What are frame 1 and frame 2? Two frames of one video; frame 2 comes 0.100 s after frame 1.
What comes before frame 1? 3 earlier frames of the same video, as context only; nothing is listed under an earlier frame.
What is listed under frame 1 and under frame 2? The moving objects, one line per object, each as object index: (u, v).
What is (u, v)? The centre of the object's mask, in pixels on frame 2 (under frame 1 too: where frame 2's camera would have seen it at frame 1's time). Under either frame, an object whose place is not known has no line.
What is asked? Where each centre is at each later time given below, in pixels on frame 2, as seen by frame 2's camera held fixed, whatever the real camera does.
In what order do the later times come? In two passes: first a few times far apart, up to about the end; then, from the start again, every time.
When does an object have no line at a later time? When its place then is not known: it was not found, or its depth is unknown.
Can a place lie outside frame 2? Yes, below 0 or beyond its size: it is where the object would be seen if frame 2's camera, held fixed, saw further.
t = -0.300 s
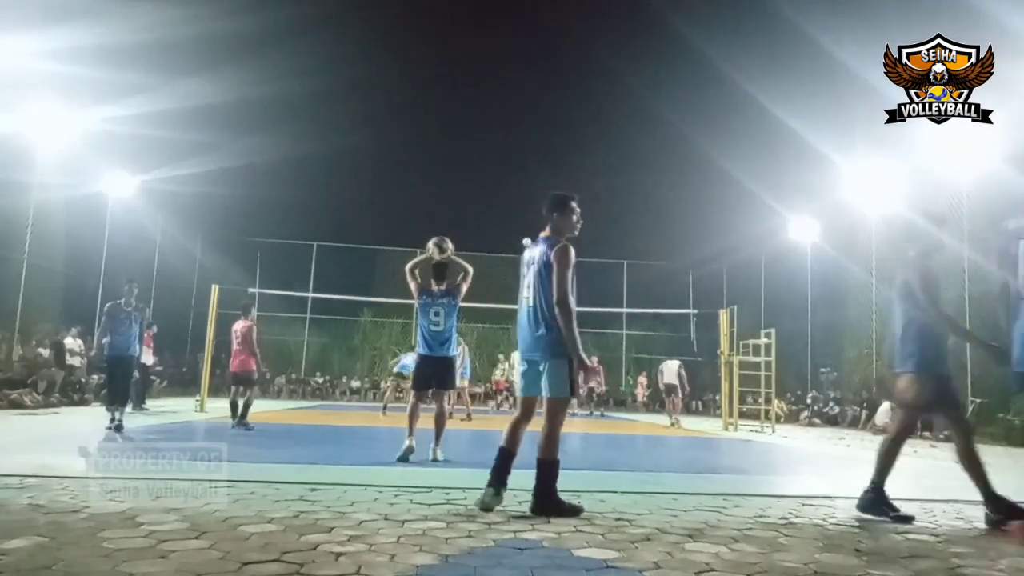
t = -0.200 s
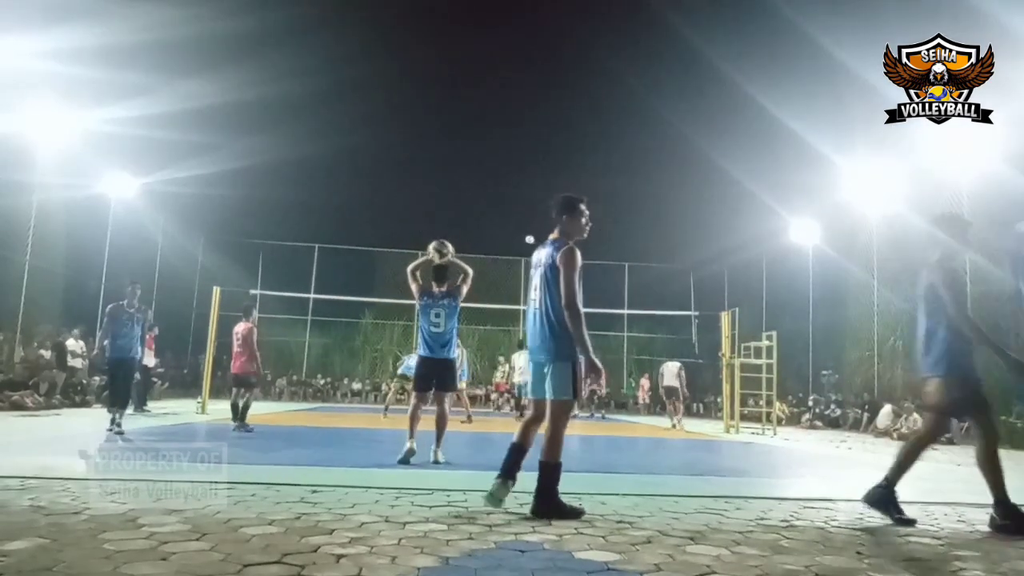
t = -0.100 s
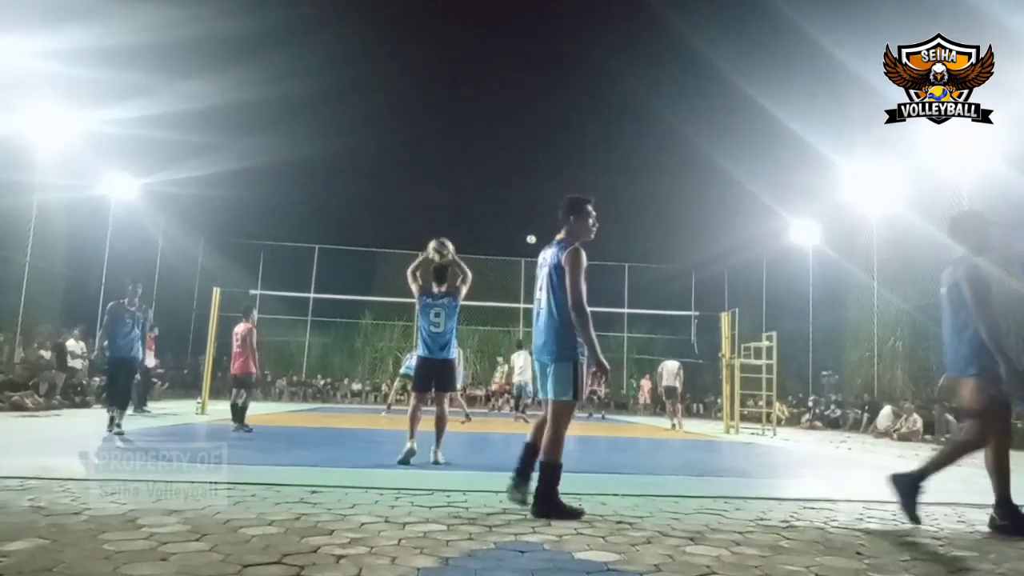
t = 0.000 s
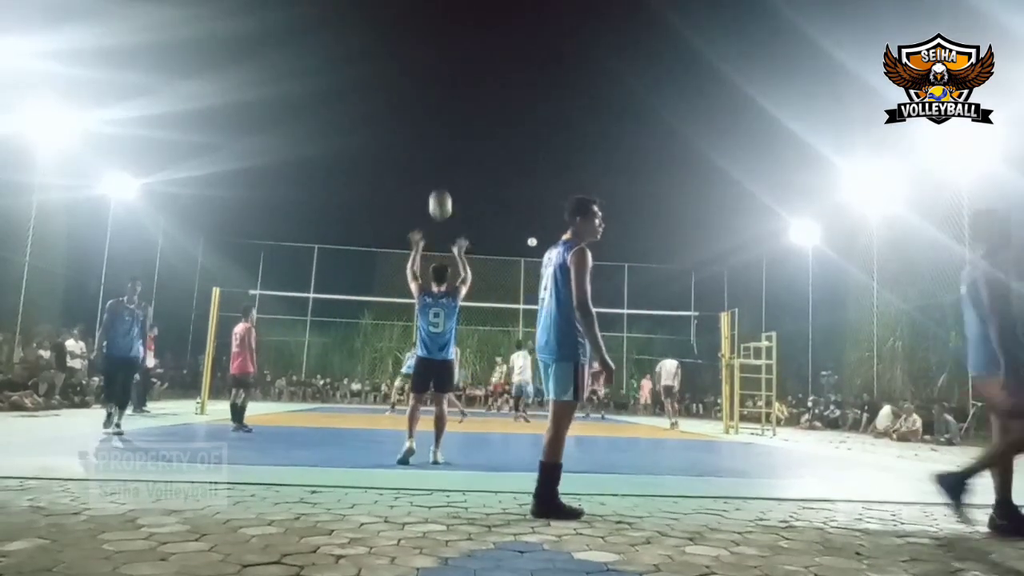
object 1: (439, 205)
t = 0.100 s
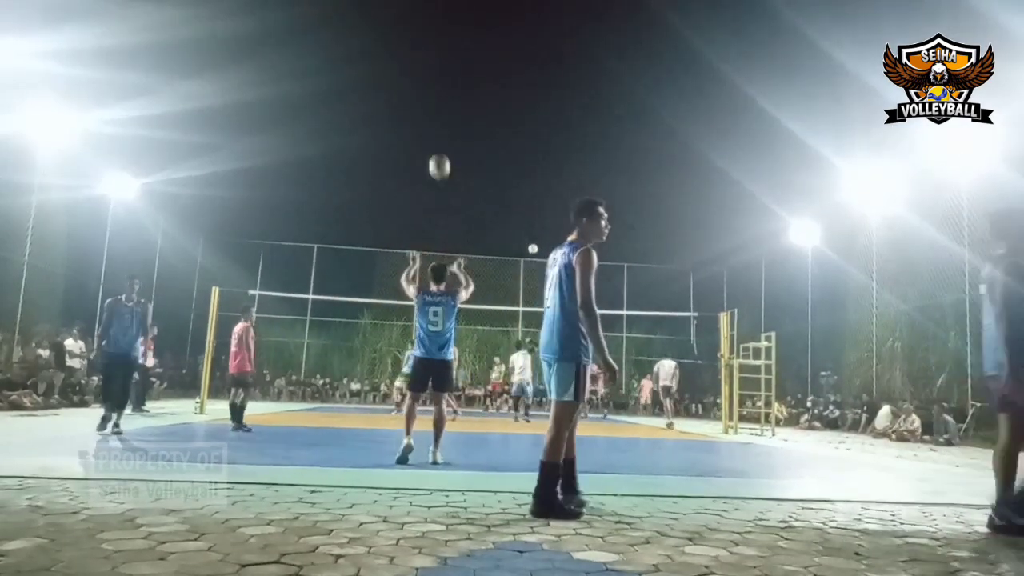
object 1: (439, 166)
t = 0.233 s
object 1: (438, 139)
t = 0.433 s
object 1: (437, 132)
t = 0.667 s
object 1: (435, 160)
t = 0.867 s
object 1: (431, 204)
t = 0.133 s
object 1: (439, 157)
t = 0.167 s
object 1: (439, 150)
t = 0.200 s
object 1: (438, 144)
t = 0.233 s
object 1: (438, 139)
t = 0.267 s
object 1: (438, 135)
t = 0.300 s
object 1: (437, 133)
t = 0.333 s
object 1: (437, 131)
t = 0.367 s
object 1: (437, 131)
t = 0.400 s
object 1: (437, 131)
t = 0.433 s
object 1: (437, 132)
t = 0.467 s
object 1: (436, 134)
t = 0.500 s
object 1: (436, 137)
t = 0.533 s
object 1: (436, 140)
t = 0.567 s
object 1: (435, 144)
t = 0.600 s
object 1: (435, 149)
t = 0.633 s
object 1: (435, 153)
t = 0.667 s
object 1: (435, 160)
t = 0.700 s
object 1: (434, 166)
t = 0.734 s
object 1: (433, 173)
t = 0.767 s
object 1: (433, 180)
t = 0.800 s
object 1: (432, 188)
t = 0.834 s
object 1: (432, 196)
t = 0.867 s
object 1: (431, 204)
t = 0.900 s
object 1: (431, 213)
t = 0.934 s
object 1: (430, 223)
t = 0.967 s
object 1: (430, 232)
